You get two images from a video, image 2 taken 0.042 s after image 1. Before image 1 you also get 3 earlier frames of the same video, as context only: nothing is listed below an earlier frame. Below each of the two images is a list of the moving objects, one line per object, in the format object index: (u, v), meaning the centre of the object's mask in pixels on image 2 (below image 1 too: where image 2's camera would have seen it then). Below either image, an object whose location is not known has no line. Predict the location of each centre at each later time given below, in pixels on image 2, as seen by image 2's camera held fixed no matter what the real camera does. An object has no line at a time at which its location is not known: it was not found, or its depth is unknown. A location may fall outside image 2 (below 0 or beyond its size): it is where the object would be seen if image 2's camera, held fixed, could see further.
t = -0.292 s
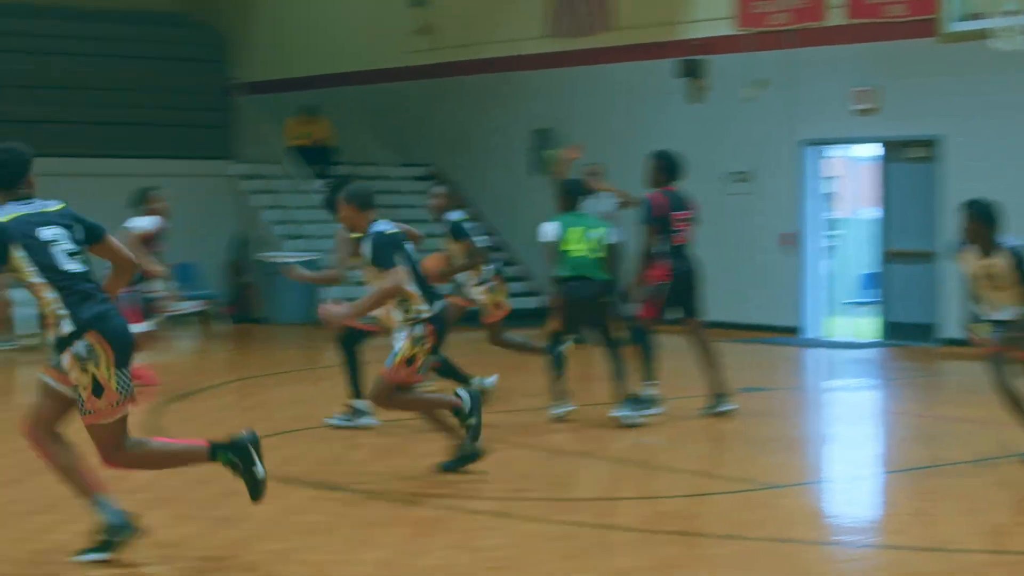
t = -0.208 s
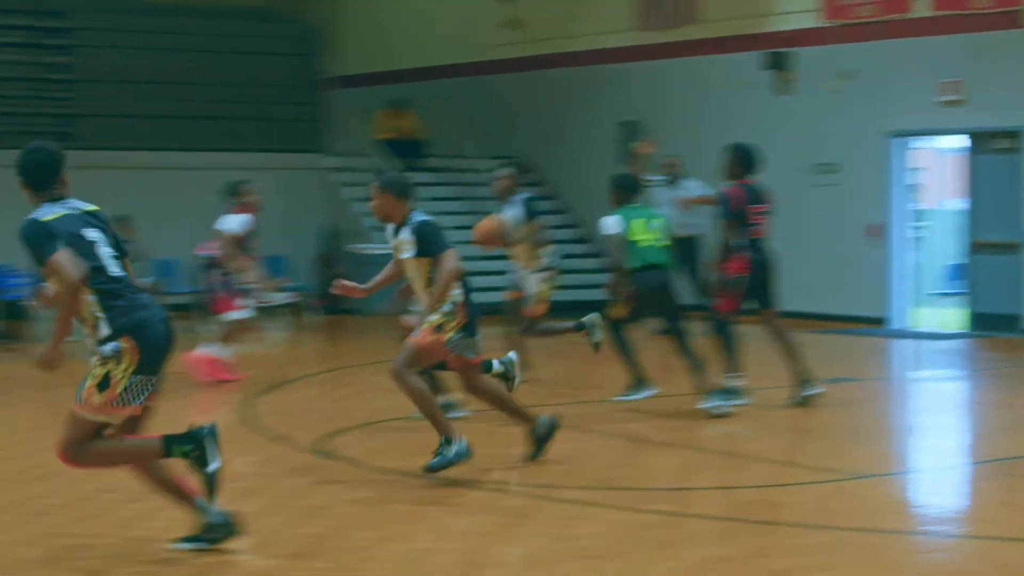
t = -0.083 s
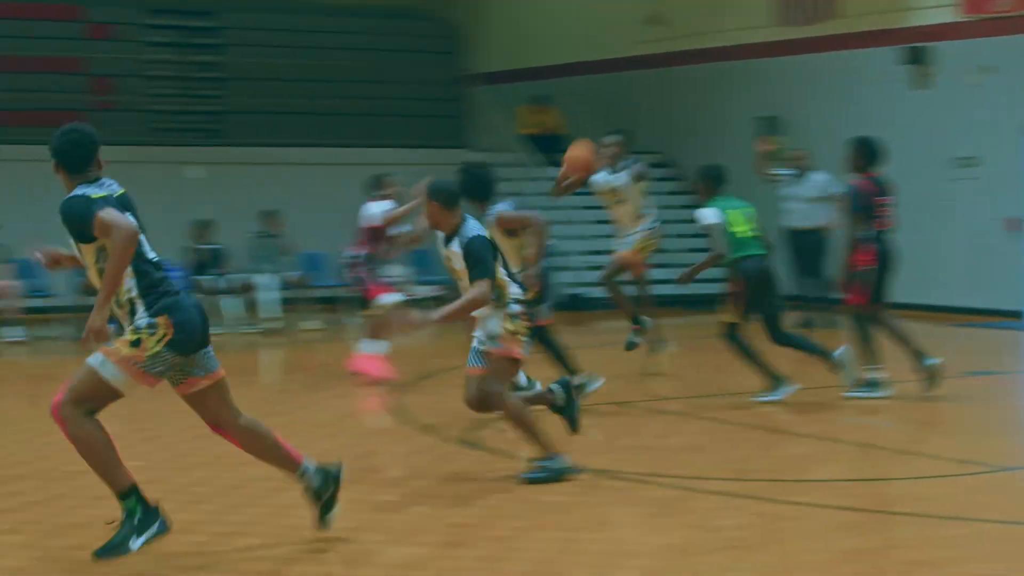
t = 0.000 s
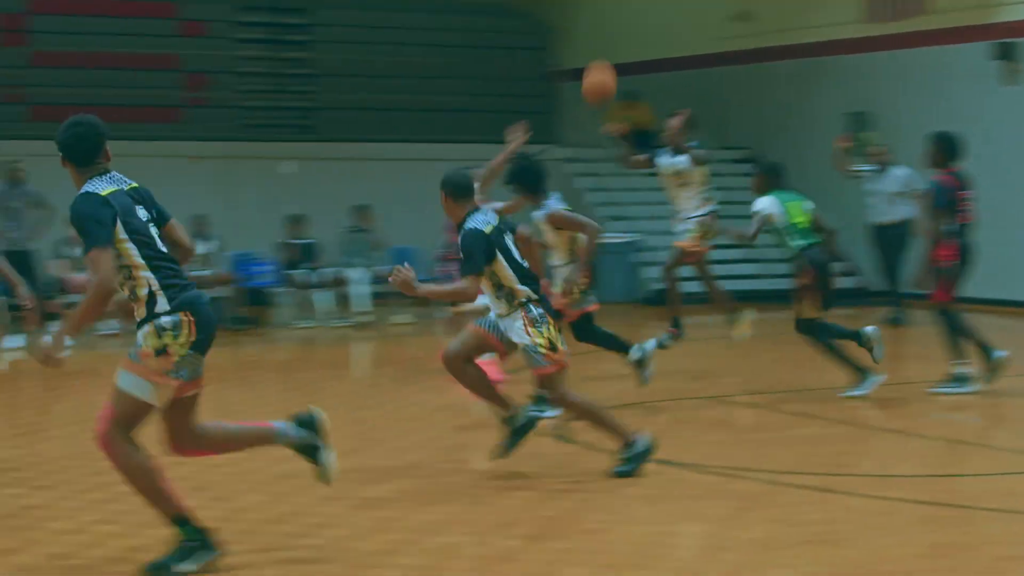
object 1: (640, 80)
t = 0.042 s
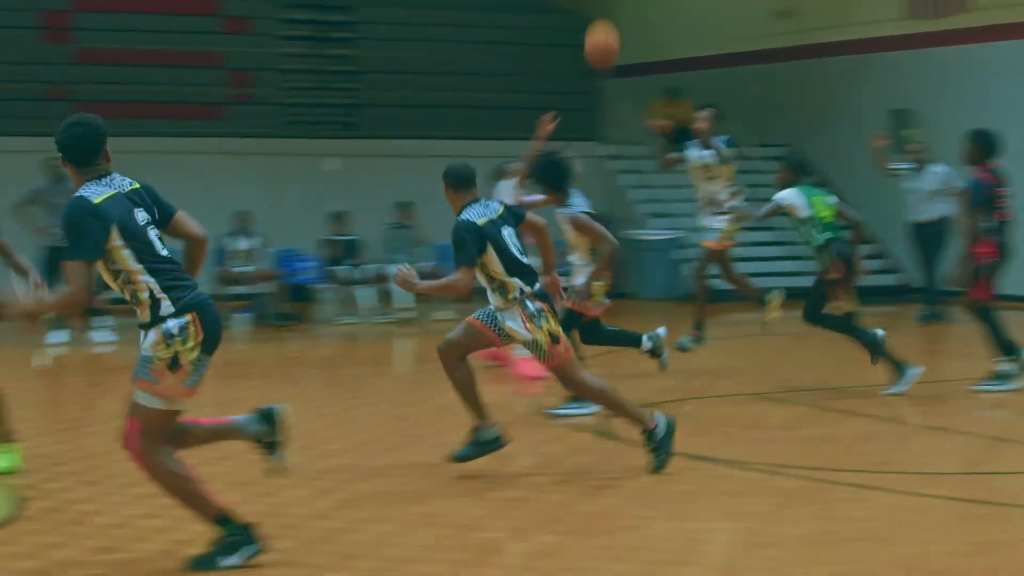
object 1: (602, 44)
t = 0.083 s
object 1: (563, 13)
